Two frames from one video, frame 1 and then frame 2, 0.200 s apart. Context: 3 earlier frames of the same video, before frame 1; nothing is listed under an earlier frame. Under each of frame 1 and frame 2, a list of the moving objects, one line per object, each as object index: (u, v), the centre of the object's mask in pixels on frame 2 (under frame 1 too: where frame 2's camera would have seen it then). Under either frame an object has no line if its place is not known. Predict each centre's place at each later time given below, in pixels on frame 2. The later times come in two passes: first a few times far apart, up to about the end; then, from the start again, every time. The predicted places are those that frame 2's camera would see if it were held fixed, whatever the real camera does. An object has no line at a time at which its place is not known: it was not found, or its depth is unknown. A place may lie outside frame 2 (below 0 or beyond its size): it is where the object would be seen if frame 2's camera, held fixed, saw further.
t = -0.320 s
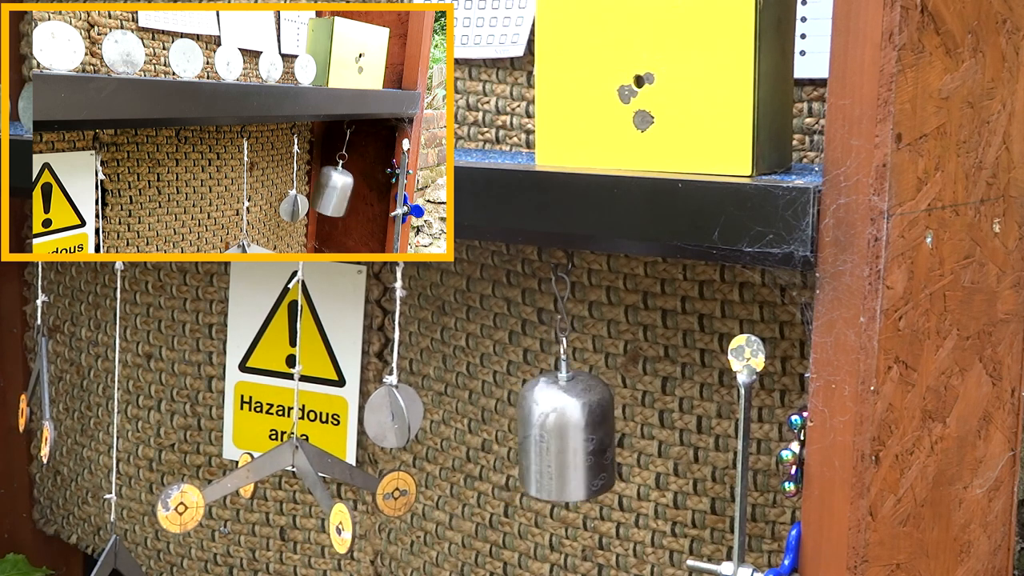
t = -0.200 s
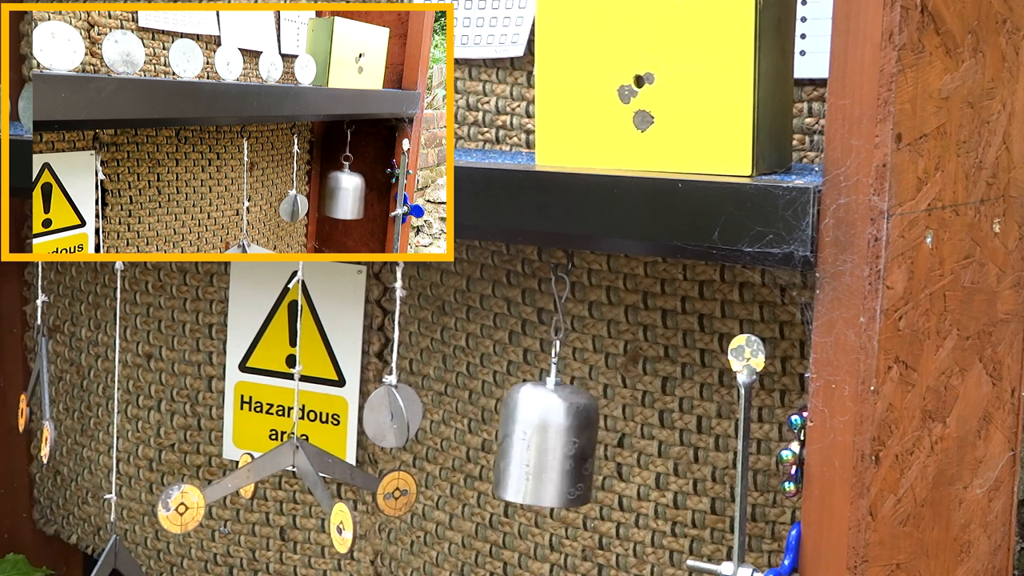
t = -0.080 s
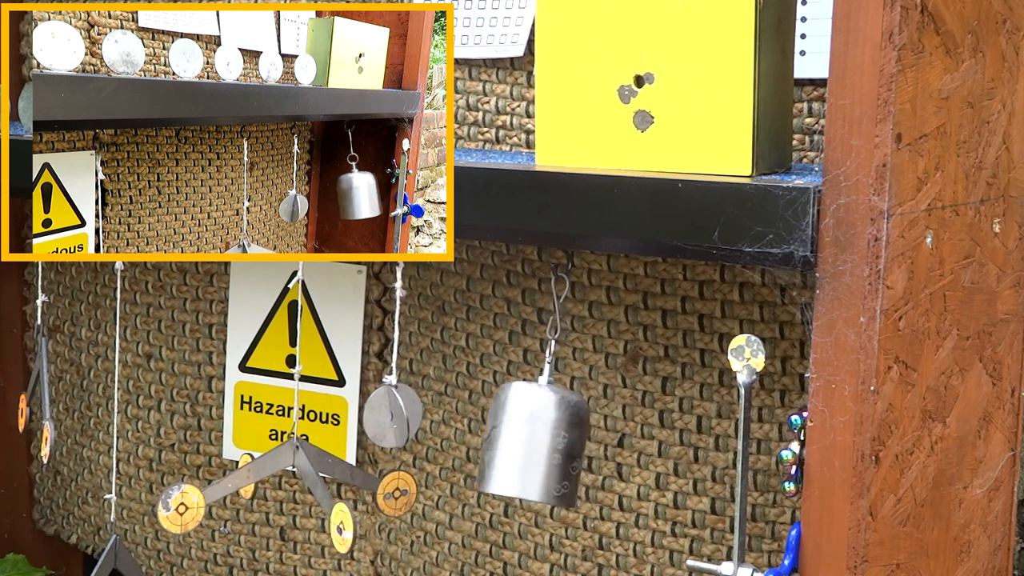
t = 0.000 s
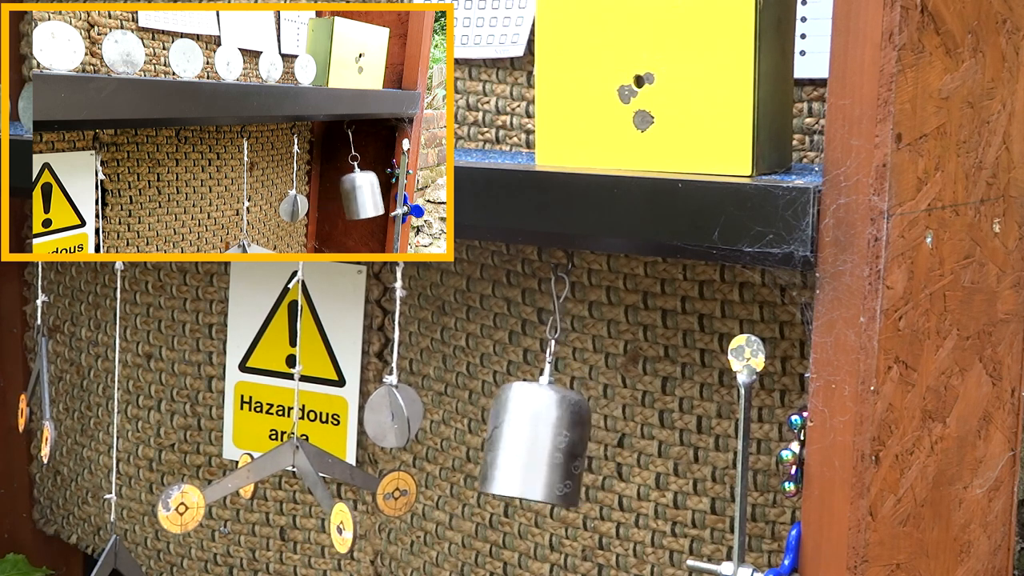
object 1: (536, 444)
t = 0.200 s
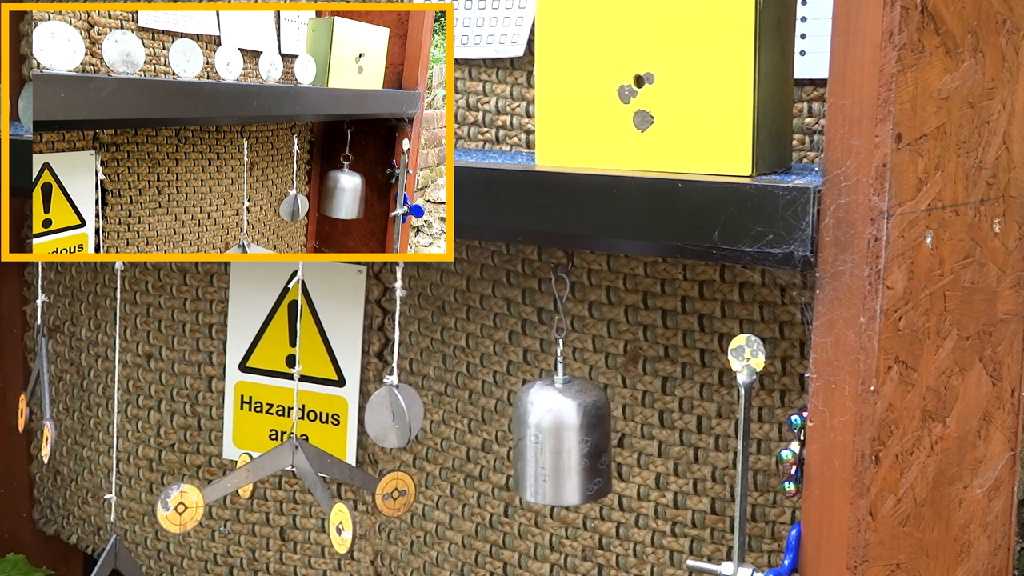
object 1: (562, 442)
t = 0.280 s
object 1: (567, 437)
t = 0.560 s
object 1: (542, 446)
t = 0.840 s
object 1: (553, 446)
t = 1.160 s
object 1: (553, 442)
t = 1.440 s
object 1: (545, 445)
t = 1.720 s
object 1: (560, 436)
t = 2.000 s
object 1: (545, 446)
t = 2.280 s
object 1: (554, 445)
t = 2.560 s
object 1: (554, 442)
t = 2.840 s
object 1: (546, 445)
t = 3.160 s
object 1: (558, 437)
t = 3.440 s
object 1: (546, 445)
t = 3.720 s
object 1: (554, 443)
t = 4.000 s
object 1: (555, 444)
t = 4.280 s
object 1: (544, 445)
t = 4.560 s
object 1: (560, 437)
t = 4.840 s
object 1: (547, 446)
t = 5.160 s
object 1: (555, 441)
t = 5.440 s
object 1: (557, 446)
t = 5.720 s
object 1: (542, 446)
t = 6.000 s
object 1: (564, 438)
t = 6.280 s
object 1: (543, 445)
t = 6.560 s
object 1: (554, 442)
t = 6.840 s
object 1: (560, 446)
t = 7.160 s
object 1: (540, 446)
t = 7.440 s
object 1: (569, 440)
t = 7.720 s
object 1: (537, 444)
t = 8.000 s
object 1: (560, 441)
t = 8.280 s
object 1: (557, 447)
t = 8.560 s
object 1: (537, 445)
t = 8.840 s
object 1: (573, 441)
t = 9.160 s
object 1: (531, 444)
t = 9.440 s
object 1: (566, 442)
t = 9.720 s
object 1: (552, 447)
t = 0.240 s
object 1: (565, 439)
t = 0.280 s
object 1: (567, 437)
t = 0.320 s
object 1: (567, 436)
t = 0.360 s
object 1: (565, 436)
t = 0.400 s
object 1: (561, 438)
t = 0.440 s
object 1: (556, 442)
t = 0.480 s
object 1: (551, 444)
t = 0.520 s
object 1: (546, 446)
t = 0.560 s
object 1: (542, 446)
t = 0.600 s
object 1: (540, 445)
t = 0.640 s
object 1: (539, 444)
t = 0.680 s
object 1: (539, 444)
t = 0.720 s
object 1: (541, 444)
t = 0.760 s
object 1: (544, 446)
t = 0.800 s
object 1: (548, 447)
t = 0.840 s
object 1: (553, 446)
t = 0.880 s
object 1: (557, 445)
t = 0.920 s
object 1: (560, 442)
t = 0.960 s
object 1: (562, 439)
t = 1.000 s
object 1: (563, 437)
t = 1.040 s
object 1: (562, 436)
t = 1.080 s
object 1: (560, 437)
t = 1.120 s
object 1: (557, 439)
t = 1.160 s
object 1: (553, 442)
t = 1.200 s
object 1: (549, 445)
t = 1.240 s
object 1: (546, 446)
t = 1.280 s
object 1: (543, 446)
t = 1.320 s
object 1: (542, 445)
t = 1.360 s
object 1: (542, 444)
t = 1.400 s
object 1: (543, 445)
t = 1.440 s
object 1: (545, 445)
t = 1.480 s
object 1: (548, 447)
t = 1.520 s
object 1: (551, 447)
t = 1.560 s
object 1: (554, 446)
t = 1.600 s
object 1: (558, 444)
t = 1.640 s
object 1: (560, 440)
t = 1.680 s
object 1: (560, 438)
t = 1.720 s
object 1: (560, 436)
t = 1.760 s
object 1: (559, 436)
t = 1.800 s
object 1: (558, 438)
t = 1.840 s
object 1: (555, 440)
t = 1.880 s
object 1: (551, 444)
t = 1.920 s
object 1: (549, 446)
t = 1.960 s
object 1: (546, 446)
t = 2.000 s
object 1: (545, 446)
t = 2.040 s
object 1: (544, 445)
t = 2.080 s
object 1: (544, 445)
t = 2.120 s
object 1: (545, 445)
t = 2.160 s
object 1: (547, 446)
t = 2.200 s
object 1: (549, 447)
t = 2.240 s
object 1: (552, 447)
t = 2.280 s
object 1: (554, 445)
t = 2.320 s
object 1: (557, 443)
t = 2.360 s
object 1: (558, 440)
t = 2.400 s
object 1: (559, 437)
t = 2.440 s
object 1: (559, 436)
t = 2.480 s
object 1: (558, 437)
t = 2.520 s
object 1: (556, 439)
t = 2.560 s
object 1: (554, 442)
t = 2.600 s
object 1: (551, 445)
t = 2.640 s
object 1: (549, 446)
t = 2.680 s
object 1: (547, 447)
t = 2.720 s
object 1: (546, 446)
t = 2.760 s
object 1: (545, 445)
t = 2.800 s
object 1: (545, 444)
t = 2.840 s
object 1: (546, 445)
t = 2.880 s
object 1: (547, 446)
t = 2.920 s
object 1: (549, 447)
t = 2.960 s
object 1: (552, 446)
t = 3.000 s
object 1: (554, 444)
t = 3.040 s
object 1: (556, 441)
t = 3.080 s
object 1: (558, 439)
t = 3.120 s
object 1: (558, 437)
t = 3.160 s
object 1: (558, 437)
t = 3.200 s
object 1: (558, 438)
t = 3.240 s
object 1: (556, 440)
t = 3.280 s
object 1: (555, 443)
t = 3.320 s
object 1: (552, 445)
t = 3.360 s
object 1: (550, 446)
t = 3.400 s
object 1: (548, 446)
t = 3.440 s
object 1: (546, 445)
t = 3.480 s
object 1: (545, 445)
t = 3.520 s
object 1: (545, 445)
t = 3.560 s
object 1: (545, 445)
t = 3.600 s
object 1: (547, 446)
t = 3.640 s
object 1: (549, 447)
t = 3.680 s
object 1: (551, 445)
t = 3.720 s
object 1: (554, 443)
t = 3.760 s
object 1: (556, 441)
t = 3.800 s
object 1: (558, 438)
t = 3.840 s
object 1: (559, 436)
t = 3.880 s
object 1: (559, 437)
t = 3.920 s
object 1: (559, 438)
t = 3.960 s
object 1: (557, 441)
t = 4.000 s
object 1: (555, 444)
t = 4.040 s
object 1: (552, 446)
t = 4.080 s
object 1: (550, 446)
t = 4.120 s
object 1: (547, 446)
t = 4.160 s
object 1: (546, 445)
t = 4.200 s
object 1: (544, 444)
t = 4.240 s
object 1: (544, 444)
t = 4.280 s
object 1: (544, 445)
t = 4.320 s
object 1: (545, 446)
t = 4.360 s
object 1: (548, 446)
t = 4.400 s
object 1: (551, 445)
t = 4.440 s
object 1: (554, 442)
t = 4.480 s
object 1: (556, 440)
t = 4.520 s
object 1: (559, 438)
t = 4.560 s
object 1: (560, 437)
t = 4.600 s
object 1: (561, 438)
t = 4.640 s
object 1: (560, 440)
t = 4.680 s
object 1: (558, 442)
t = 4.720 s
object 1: (556, 445)
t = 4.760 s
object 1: (553, 446)
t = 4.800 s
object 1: (550, 446)
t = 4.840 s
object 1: (547, 446)
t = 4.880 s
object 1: (545, 445)
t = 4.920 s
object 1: (543, 444)
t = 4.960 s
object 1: (543, 445)
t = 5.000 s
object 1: (543, 446)
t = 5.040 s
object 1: (545, 446)
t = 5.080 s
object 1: (547, 446)
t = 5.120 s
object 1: (551, 444)
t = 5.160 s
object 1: (555, 441)
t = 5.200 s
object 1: (558, 439)
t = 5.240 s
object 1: (561, 437)
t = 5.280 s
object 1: (562, 437)
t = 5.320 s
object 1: (562, 438)
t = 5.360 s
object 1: (562, 441)
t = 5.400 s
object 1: (559, 444)
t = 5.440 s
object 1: (557, 446)
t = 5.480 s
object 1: (552, 447)
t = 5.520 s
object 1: (549, 446)
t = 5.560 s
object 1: (545, 445)
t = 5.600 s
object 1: (543, 445)
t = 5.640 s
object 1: (541, 444)
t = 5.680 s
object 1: (541, 445)
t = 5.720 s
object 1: (542, 446)
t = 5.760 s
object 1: (544, 446)
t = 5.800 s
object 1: (548, 445)
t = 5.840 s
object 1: (552, 443)
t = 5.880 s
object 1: (556, 440)
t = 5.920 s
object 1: (560, 438)
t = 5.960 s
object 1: (563, 437)
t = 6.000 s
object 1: (564, 438)
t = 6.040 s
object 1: (564, 439)
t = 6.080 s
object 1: (563, 442)
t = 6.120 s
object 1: (560, 445)
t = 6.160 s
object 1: (556, 446)
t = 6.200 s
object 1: (551, 447)
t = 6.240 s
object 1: (547, 446)
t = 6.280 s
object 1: (543, 445)
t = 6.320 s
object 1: (540, 445)
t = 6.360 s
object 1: (539, 445)
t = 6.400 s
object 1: (539, 445)
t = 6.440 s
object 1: (541, 446)
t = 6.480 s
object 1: (544, 446)
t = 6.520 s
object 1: (549, 444)
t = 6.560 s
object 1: (554, 442)
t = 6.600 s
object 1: (559, 440)
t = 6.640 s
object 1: (563, 439)
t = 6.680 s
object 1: (565, 438)
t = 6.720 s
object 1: (566, 439)
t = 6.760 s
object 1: (566, 441)
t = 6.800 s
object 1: (564, 443)
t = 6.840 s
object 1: (560, 446)
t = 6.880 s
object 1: (555, 447)
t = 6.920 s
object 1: (549, 447)
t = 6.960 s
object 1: (545, 446)
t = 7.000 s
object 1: (540, 445)
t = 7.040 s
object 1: (538, 444)
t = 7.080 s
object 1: (537, 445)
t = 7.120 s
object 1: (538, 445)
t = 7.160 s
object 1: (540, 446)
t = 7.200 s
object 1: (545, 445)
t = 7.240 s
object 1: (551, 443)
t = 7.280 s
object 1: (556, 441)
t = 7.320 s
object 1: (562, 439)
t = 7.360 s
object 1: (566, 439)
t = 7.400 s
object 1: (568, 439)
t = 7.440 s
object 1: (569, 440)
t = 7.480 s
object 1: (567, 442)
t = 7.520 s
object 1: (564, 445)
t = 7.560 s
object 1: (559, 446)
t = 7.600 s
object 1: (553, 447)
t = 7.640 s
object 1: (547, 446)
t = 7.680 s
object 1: (541, 446)
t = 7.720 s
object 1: (537, 444)
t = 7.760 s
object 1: (535, 444)
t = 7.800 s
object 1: (535, 445)
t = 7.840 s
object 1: (536, 446)
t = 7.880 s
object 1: (541, 446)
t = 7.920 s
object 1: (547, 444)
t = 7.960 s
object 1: (553, 443)
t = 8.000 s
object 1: (560, 441)
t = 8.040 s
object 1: (566, 440)
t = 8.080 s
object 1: (569, 439)
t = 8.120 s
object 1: (571, 440)
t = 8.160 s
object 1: (571, 442)
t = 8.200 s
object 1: (568, 444)
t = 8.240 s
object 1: (563, 446)
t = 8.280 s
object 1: (557, 447)
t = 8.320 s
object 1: (550, 447)
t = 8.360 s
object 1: (543, 446)
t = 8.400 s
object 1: (538, 445)
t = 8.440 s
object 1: (535, 444)
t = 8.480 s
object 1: (533, 444)
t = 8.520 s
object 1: (533, 445)
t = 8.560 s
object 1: (537, 445)
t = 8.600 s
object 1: (542, 445)
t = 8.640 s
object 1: (549, 444)
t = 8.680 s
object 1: (556, 442)
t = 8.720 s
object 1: (563, 441)
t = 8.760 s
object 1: (568, 440)
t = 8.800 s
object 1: (572, 440)
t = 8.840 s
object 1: (573, 441)
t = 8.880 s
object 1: (572, 442)
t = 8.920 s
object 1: (567, 444)
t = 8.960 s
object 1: (562, 446)
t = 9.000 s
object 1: (555, 447)
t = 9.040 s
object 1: (547, 447)
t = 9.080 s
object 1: (540, 446)
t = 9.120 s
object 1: (535, 445)
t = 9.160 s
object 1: (531, 444)
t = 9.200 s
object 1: (531, 445)
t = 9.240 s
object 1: (532, 445)
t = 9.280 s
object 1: (537, 445)
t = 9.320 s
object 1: (544, 445)
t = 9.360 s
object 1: (552, 444)
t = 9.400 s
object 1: (559, 443)
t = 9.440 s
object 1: (566, 442)
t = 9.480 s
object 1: (571, 442)
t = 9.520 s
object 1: (574, 442)
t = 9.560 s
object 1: (574, 443)
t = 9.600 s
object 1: (571, 444)
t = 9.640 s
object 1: (567, 445)
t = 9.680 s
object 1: (560, 446)
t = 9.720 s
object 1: (552, 447)
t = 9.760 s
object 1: (544, 446)
